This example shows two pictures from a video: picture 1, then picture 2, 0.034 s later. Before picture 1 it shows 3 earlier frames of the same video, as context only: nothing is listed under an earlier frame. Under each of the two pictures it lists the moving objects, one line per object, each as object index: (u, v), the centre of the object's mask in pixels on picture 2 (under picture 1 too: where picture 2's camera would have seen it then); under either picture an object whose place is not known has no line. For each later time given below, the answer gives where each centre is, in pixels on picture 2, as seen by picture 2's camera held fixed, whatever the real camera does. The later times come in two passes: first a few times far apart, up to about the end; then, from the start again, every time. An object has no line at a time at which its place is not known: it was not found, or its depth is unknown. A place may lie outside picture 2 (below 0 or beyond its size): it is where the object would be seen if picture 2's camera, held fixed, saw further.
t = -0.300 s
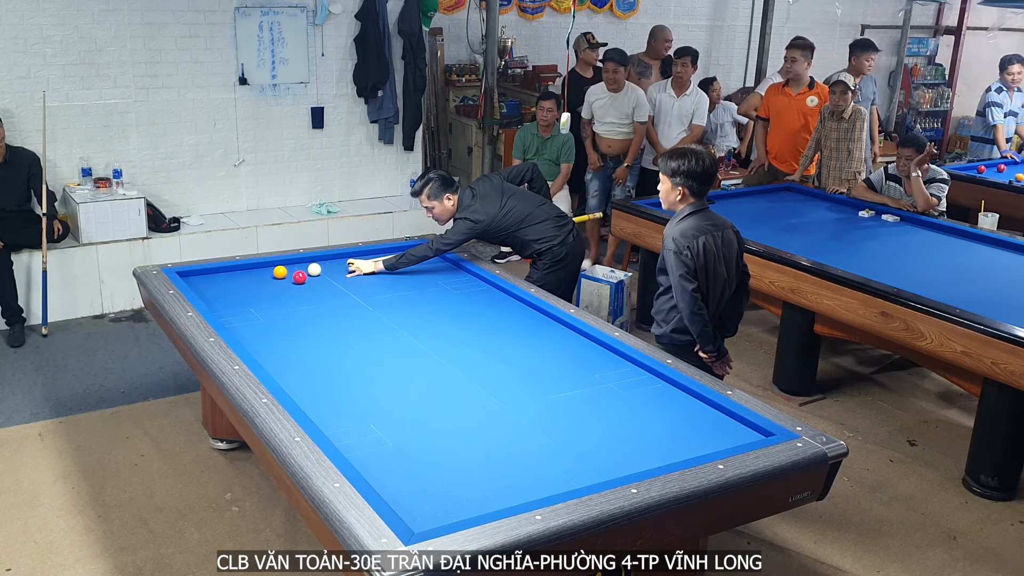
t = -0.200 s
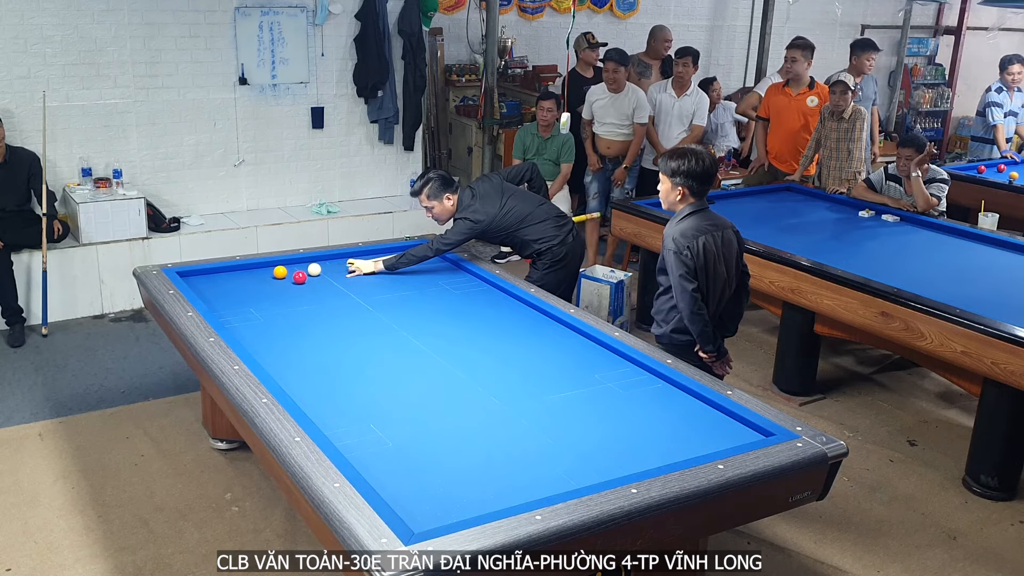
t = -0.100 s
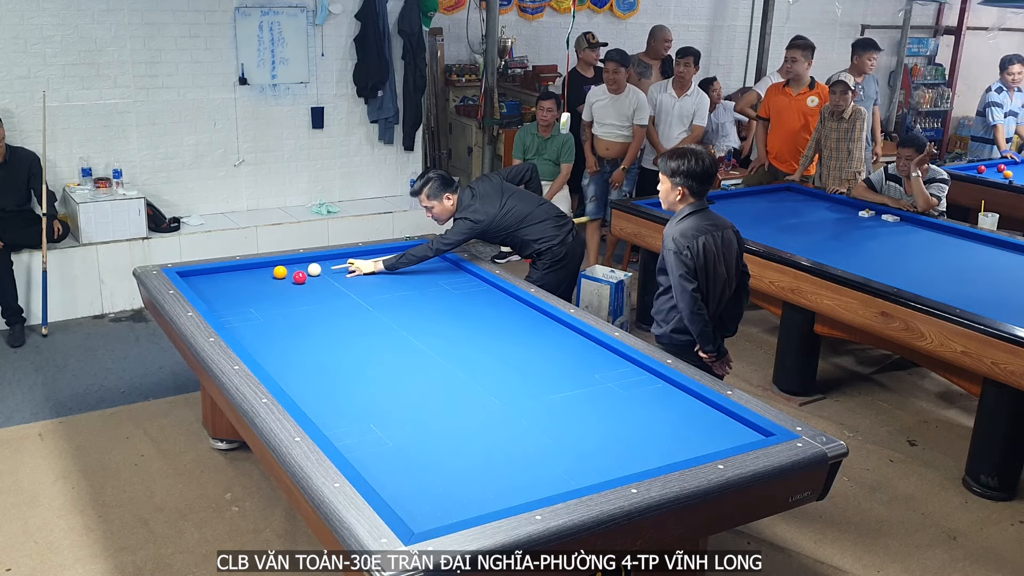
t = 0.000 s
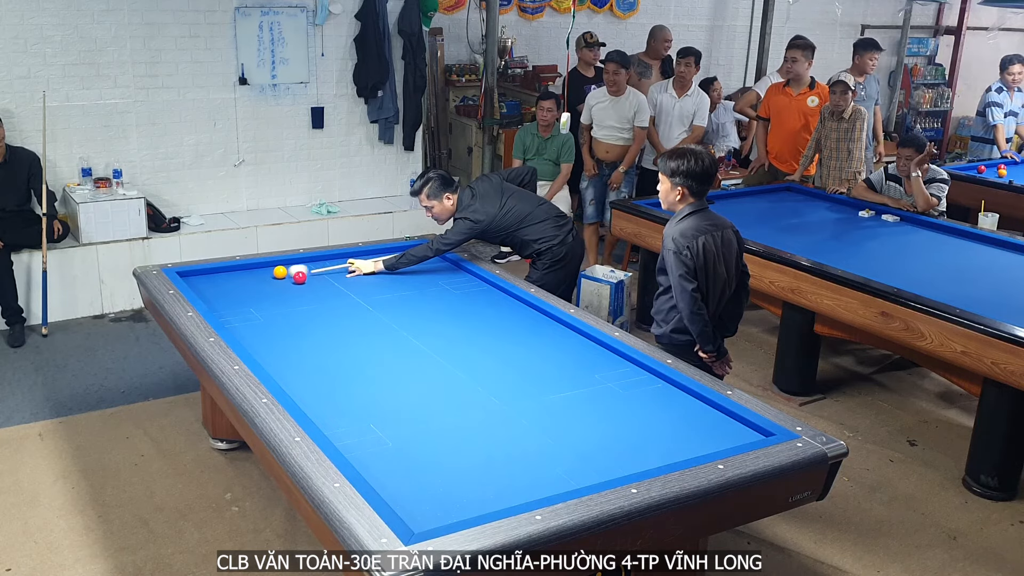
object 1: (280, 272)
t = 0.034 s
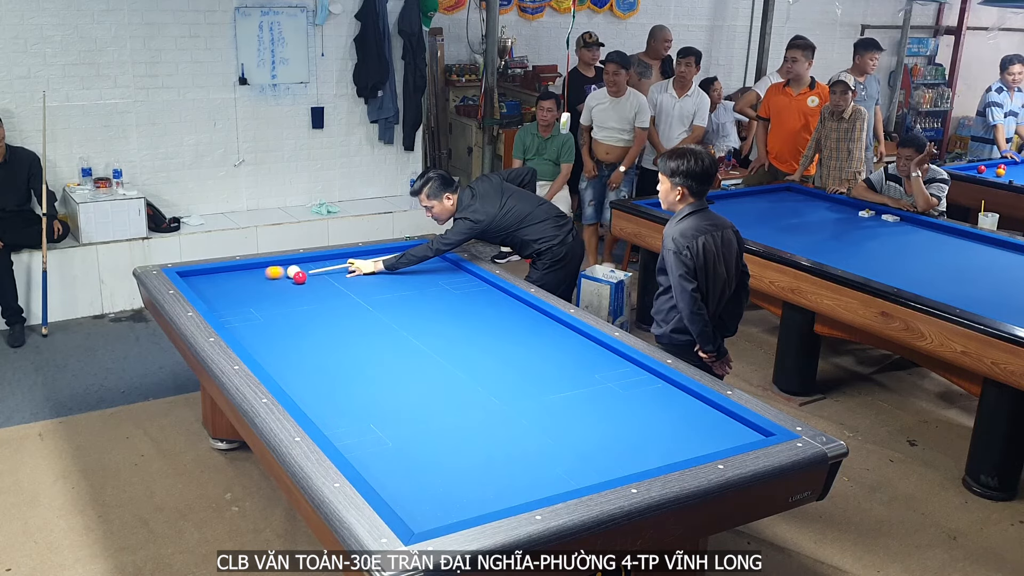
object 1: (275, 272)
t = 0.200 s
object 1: (231, 275)
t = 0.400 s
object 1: (188, 276)
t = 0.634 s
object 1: (216, 271)
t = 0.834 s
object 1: (238, 268)
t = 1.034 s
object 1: (260, 266)
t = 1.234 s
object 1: (282, 264)
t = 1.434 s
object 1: (302, 263)
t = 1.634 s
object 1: (322, 261)
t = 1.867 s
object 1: (344, 260)
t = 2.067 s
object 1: (362, 259)
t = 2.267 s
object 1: (380, 257)
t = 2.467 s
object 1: (397, 256)
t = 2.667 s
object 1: (413, 255)
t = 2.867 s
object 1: (428, 254)
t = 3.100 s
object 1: (426, 255)
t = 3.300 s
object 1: (419, 257)
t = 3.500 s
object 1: (412, 259)
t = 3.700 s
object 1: (405, 260)
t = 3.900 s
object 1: (398, 262)
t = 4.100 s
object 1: (391, 263)
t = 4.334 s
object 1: (384, 265)
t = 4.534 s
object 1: (377, 266)
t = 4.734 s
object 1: (371, 268)
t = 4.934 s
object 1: (365, 269)
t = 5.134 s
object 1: (360, 270)
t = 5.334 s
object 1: (354, 271)
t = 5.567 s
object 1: (348, 273)
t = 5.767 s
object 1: (343, 274)
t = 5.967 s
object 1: (339, 275)
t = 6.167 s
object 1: (335, 275)
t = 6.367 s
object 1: (331, 276)
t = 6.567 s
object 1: (327, 277)
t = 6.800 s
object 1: (324, 278)
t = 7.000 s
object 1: (321, 279)
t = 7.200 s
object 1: (319, 279)
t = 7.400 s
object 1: (316, 280)
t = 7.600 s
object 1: (315, 280)
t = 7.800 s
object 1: (315, 280)
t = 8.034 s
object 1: (316, 280)
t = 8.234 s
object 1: (316, 280)
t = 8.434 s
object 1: (316, 280)
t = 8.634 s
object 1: (316, 280)
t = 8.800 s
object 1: (316, 280)
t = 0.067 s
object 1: (265, 273)
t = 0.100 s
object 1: (256, 273)
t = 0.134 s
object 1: (247, 274)
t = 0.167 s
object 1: (239, 274)
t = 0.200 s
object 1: (231, 275)
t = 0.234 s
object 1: (224, 275)
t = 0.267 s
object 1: (216, 275)
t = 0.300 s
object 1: (209, 276)
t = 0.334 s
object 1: (201, 276)
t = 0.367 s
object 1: (194, 277)
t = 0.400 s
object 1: (188, 276)
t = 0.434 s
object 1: (189, 276)
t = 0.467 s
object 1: (195, 275)
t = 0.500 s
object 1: (200, 274)
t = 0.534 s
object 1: (204, 274)
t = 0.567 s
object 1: (209, 273)
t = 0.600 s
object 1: (212, 272)
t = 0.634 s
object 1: (216, 271)
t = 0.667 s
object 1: (220, 271)
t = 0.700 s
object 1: (224, 270)
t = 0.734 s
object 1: (227, 269)
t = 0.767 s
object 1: (231, 268)
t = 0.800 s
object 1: (235, 268)
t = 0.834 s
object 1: (238, 268)
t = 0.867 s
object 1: (242, 267)
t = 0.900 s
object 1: (246, 267)
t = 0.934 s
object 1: (249, 267)
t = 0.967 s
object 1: (253, 266)
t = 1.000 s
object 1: (257, 266)
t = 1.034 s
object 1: (260, 266)
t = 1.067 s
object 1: (264, 266)
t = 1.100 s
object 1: (268, 265)
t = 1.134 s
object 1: (271, 265)
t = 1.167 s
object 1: (275, 265)
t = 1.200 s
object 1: (278, 265)
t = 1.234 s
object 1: (282, 264)
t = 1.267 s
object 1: (285, 264)
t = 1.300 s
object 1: (288, 263)
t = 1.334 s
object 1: (292, 263)
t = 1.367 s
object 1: (295, 263)
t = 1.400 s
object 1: (299, 263)
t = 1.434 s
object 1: (302, 263)
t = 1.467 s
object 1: (306, 263)
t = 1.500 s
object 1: (309, 262)
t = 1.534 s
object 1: (312, 262)
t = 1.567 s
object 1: (315, 262)
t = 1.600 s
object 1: (319, 262)
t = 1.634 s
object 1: (322, 261)
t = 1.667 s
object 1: (325, 261)
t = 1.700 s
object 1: (328, 261)
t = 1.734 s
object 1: (332, 261)
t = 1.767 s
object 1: (335, 261)
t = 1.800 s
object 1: (338, 260)
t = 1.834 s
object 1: (341, 260)
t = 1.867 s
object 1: (344, 260)
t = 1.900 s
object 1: (347, 260)
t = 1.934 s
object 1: (350, 259)
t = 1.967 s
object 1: (353, 259)
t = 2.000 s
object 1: (356, 259)
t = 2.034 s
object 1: (359, 259)
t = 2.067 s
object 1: (362, 259)
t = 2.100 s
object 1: (365, 258)
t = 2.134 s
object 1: (368, 258)
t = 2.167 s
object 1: (371, 258)
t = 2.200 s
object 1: (374, 258)
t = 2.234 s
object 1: (377, 257)
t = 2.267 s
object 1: (380, 257)
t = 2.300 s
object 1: (383, 257)
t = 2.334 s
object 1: (385, 257)
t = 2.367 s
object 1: (388, 257)
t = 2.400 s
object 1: (391, 256)
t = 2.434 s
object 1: (394, 256)
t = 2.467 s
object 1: (397, 256)
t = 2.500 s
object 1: (399, 256)
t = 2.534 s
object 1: (402, 256)
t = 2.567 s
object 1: (405, 255)
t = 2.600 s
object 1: (408, 255)
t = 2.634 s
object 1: (410, 255)
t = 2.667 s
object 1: (413, 255)
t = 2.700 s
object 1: (416, 255)
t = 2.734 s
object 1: (418, 254)
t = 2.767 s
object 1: (421, 254)
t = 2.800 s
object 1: (423, 254)
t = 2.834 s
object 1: (426, 254)
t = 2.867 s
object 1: (428, 254)
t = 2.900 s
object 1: (431, 254)
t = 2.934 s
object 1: (433, 254)
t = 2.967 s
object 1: (431, 254)
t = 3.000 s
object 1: (430, 254)
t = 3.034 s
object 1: (429, 254)
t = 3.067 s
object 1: (427, 255)
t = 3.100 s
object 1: (426, 255)
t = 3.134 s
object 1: (425, 255)
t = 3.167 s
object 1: (424, 256)
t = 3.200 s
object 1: (423, 256)
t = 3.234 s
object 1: (422, 256)
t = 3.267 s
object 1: (420, 256)
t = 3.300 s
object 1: (419, 257)
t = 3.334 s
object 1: (418, 257)
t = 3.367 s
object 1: (417, 257)
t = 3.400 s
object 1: (416, 258)
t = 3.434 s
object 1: (414, 258)
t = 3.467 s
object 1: (413, 258)
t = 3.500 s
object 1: (412, 259)
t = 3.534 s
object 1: (411, 259)
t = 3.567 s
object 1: (410, 259)
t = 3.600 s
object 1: (409, 259)
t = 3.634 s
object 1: (407, 260)
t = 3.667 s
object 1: (406, 260)
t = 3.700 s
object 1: (405, 260)
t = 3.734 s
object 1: (404, 260)
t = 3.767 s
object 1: (403, 261)
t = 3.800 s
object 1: (401, 261)
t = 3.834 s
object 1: (400, 261)
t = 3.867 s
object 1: (399, 261)
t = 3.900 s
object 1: (398, 262)
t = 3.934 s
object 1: (397, 262)
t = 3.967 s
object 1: (396, 262)
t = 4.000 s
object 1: (395, 263)
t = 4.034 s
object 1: (394, 263)
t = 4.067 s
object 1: (393, 263)
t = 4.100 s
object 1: (391, 263)
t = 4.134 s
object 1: (390, 263)
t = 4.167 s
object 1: (389, 264)
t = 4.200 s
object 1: (388, 264)
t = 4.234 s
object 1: (387, 264)
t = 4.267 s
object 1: (386, 264)
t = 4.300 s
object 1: (385, 265)
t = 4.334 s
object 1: (384, 265)
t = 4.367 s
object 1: (383, 265)
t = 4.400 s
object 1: (382, 265)
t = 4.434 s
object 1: (381, 266)
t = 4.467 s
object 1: (379, 266)
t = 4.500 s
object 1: (378, 266)
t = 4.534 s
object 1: (377, 266)
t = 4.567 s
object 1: (376, 267)
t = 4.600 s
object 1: (375, 267)
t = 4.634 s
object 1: (374, 267)
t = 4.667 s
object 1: (373, 267)
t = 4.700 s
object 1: (372, 267)
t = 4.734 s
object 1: (371, 268)
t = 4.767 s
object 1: (370, 268)
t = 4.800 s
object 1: (369, 268)
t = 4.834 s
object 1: (368, 268)
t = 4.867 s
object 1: (367, 269)
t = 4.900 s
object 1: (366, 269)
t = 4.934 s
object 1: (365, 269)
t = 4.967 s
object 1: (364, 269)
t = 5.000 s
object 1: (363, 269)
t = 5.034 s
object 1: (362, 270)
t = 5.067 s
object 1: (361, 270)
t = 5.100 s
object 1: (361, 270)
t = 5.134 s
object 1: (360, 270)
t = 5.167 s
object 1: (359, 270)
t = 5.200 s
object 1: (358, 271)
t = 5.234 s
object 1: (357, 271)
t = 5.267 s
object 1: (356, 271)
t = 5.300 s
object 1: (355, 271)
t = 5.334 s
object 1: (354, 271)
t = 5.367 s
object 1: (353, 272)
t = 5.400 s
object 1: (352, 272)
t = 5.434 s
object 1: (352, 272)
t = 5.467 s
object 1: (351, 272)
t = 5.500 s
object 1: (350, 272)
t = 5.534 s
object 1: (349, 272)
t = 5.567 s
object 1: (348, 273)
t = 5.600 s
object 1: (347, 273)
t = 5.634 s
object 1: (347, 273)
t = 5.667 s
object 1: (346, 273)
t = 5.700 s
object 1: (345, 273)
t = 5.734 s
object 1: (344, 273)
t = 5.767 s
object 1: (343, 274)
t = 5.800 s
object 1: (343, 274)
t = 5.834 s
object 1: (342, 274)
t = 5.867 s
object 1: (341, 274)
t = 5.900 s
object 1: (340, 274)
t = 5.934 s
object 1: (340, 274)
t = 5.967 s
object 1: (339, 275)
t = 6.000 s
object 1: (338, 275)
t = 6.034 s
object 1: (338, 275)
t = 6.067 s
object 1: (337, 275)
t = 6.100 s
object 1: (336, 275)
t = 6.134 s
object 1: (335, 275)
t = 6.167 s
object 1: (335, 275)
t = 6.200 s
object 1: (334, 276)
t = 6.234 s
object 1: (333, 276)
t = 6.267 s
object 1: (333, 276)
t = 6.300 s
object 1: (332, 276)
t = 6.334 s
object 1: (331, 276)
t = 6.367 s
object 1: (331, 276)
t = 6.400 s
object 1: (330, 276)
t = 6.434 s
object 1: (330, 276)
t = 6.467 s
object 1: (329, 277)
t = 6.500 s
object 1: (328, 277)
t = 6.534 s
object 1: (328, 277)
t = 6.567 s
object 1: (327, 277)
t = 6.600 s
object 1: (327, 277)
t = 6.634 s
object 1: (326, 277)
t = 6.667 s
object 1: (326, 277)
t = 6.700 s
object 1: (325, 277)
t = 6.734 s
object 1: (325, 278)
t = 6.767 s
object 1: (324, 278)
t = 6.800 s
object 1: (324, 278)
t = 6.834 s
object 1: (323, 278)
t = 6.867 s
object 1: (323, 278)
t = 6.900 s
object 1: (322, 278)
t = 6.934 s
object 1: (322, 278)
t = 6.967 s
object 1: (322, 278)
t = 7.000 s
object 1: (321, 279)
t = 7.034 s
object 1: (321, 279)
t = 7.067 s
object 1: (320, 279)
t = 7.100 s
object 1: (320, 279)
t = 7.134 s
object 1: (320, 279)
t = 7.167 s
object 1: (319, 279)
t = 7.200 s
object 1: (319, 279)
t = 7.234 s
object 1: (318, 279)
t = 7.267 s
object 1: (318, 279)
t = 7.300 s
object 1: (318, 279)
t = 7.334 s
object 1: (317, 280)
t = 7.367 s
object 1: (317, 280)
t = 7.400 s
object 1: (316, 280)
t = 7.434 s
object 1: (316, 280)
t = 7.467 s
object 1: (316, 280)
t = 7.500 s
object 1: (316, 280)
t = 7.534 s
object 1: (315, 280)
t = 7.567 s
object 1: (315, 280)
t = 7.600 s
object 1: (315, 280)
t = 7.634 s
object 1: (316, 280)
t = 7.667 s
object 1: (315, 280)
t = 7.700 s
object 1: (316, 280)
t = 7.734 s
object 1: (315, 280)
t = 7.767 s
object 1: (315, 280)
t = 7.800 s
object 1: (315, 280)
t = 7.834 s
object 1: (316, 280)
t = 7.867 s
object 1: (316, 280)
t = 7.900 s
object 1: (316, 280)
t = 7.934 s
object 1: (316, 280)
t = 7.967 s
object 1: (316, 280)
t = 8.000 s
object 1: (316, 280)
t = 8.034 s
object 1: (316, 280)
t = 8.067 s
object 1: (316, 280)
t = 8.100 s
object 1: (316, 280)
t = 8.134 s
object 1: (316, 280)
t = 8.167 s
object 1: (316, 280)
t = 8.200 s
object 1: (316, 280)
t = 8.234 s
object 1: (316, 280)
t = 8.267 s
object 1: (316, 280)
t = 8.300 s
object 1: (316, 280)
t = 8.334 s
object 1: (316, 280)
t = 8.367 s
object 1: (316, 280)
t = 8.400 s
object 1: (316, 280)
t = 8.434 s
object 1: (316, 280)
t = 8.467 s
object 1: (316, 280)
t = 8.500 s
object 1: (316, 280)
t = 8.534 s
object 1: (316, 280)
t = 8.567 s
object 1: (316, 280)
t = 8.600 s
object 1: (316, 280)
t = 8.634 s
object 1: (316, 280)
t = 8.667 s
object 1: (316, 280)
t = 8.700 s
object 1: (316, 280)
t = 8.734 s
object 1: (316, 280)
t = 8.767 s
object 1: (316, 280)
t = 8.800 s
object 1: (316, 280)
